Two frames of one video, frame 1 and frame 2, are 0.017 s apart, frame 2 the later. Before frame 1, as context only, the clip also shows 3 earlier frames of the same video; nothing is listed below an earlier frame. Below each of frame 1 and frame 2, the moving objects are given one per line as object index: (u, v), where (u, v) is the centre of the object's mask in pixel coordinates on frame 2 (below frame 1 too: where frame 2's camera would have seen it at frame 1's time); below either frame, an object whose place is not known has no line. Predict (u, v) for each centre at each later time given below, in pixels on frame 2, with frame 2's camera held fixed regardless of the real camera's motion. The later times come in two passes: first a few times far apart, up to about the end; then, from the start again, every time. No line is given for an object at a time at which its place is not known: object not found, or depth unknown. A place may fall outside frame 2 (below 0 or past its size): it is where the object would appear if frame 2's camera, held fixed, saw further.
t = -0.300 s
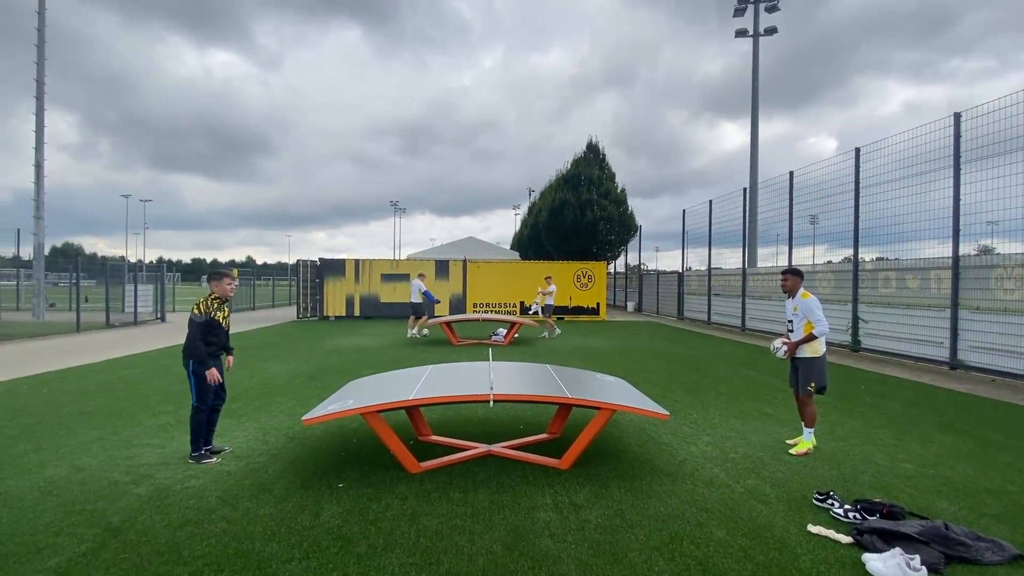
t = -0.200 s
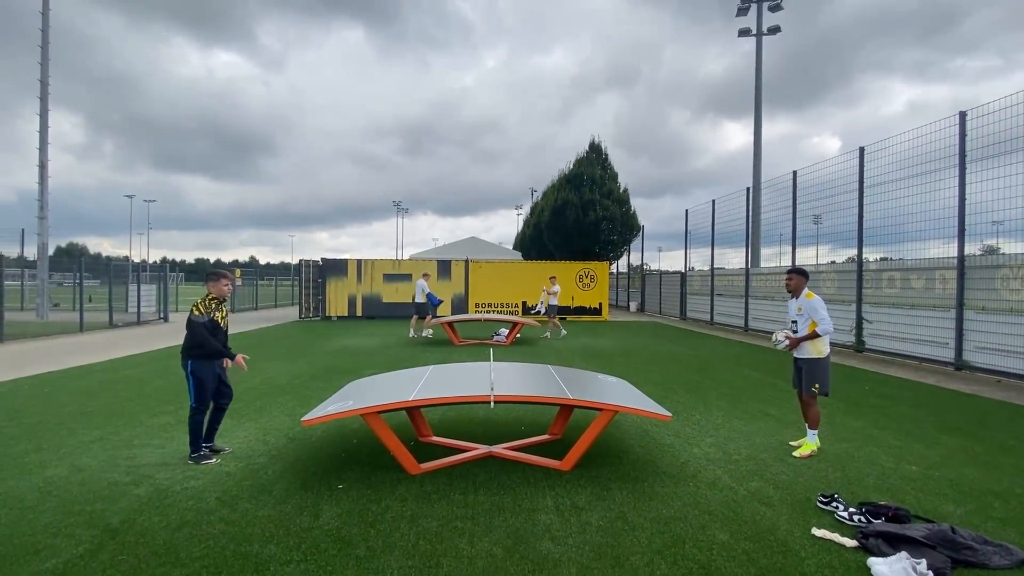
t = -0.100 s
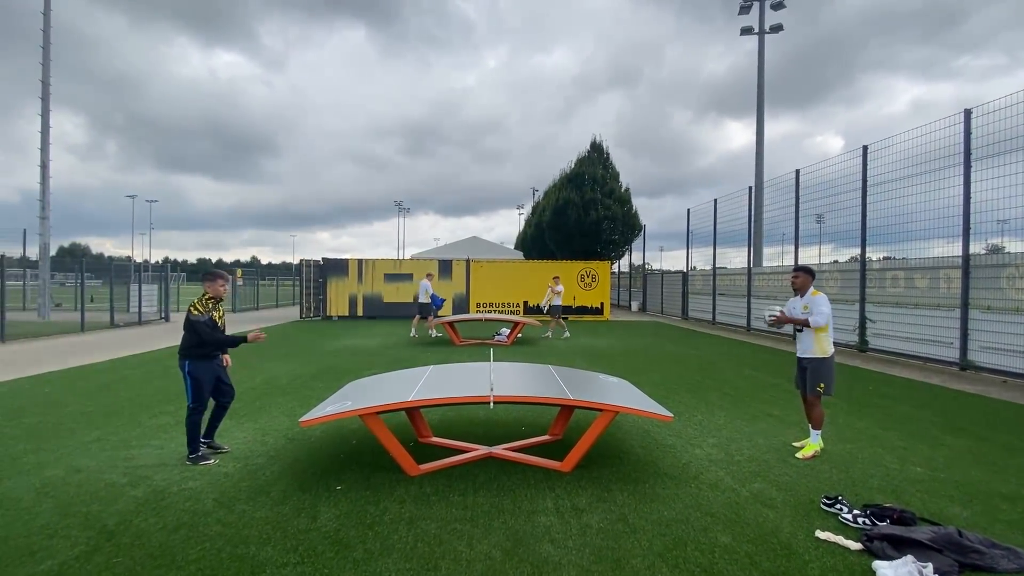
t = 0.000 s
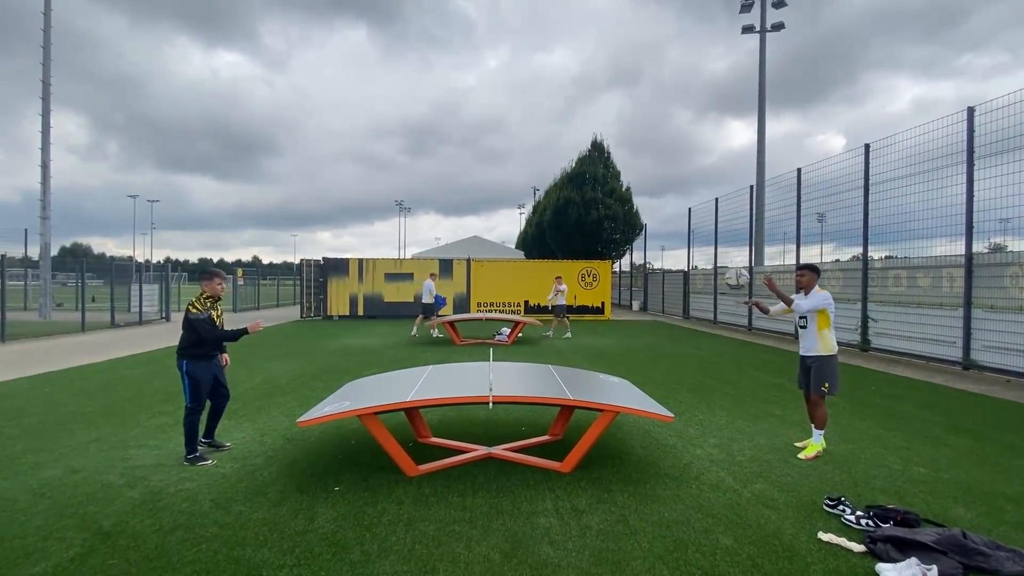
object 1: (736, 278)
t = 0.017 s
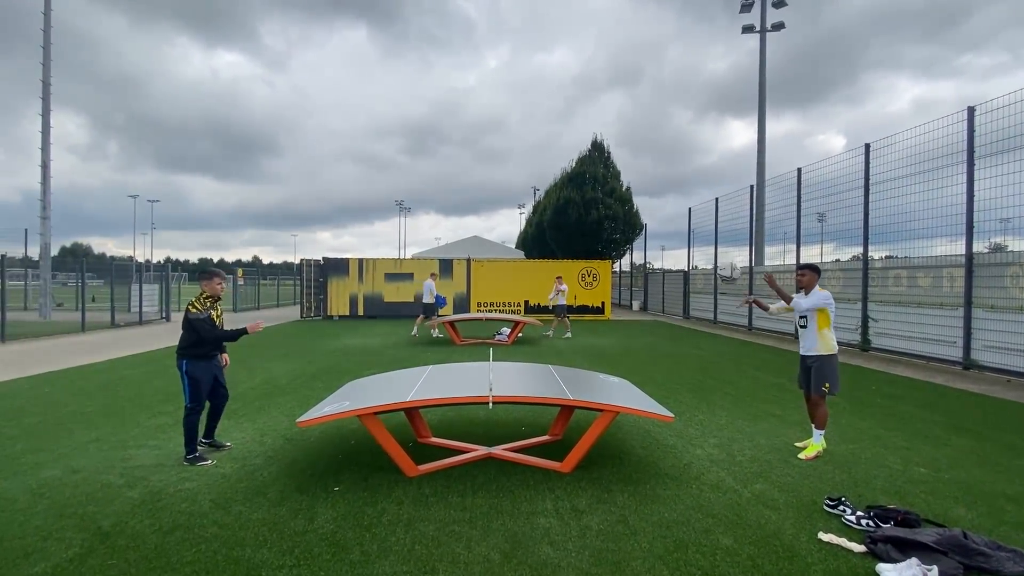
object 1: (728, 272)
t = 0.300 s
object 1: (574, 207)
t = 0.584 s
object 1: (405, 222)
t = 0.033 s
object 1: (720, 266)
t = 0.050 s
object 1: (711, 261)
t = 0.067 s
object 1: (702, 257)
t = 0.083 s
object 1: (694, 251)
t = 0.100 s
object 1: (685, 247)
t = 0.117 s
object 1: (675, 242)
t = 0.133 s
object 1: (666, 238)
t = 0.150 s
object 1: (658, 233)
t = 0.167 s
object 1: (649, 229)
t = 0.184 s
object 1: (639, 226)
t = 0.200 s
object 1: (631, 222)
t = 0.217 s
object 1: (621, 219)
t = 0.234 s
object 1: (612, 216)
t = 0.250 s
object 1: (603, 214)
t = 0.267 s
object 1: (593, 211)
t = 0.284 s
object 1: (584, 209)
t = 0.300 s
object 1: (574, 207)
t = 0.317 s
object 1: (565, 206)
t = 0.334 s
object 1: (555, 204)
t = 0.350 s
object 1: (546, 202)
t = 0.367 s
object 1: (537, 202)
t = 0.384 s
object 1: (527, 203)
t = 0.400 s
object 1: (517, 203)
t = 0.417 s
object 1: (507, 203)
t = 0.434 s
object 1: (497, 203)
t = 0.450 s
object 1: (488, 204)
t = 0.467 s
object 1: (478, 205)
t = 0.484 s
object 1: (468, 207)
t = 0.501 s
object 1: (457, 209)
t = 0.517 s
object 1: (447, 211)
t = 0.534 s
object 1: (436, 213)
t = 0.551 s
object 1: (426, 216)
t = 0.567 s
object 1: (415, 219)
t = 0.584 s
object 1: (405, 222)
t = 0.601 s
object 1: (395, 226)
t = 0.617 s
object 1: (384, 230)
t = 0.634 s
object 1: (373, 234)
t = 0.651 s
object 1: (362, 239)
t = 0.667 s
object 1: (351, 244)
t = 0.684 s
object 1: (340, 250)
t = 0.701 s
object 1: (329, 257)
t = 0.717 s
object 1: (317, 263)
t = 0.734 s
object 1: (306, 270)
